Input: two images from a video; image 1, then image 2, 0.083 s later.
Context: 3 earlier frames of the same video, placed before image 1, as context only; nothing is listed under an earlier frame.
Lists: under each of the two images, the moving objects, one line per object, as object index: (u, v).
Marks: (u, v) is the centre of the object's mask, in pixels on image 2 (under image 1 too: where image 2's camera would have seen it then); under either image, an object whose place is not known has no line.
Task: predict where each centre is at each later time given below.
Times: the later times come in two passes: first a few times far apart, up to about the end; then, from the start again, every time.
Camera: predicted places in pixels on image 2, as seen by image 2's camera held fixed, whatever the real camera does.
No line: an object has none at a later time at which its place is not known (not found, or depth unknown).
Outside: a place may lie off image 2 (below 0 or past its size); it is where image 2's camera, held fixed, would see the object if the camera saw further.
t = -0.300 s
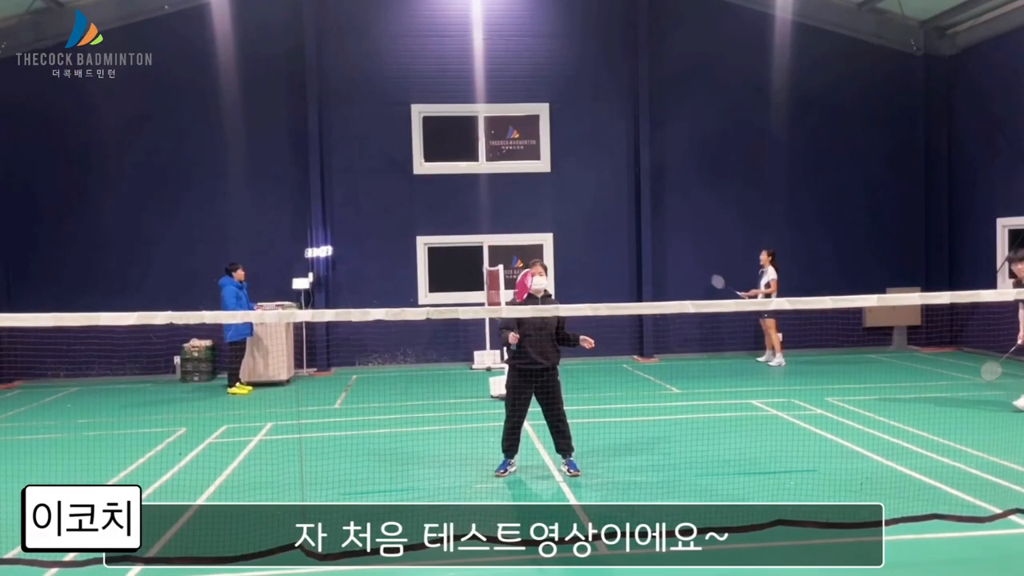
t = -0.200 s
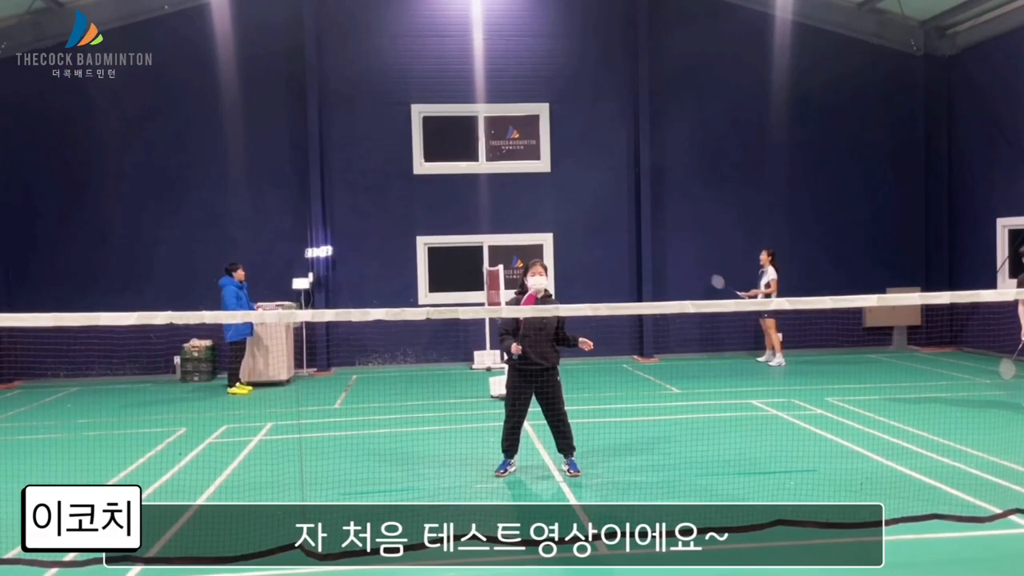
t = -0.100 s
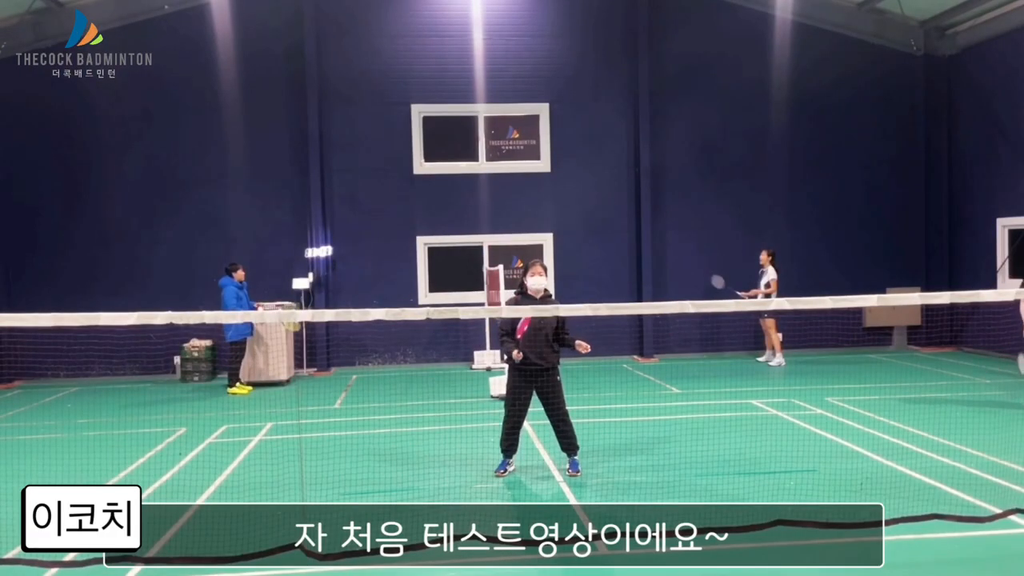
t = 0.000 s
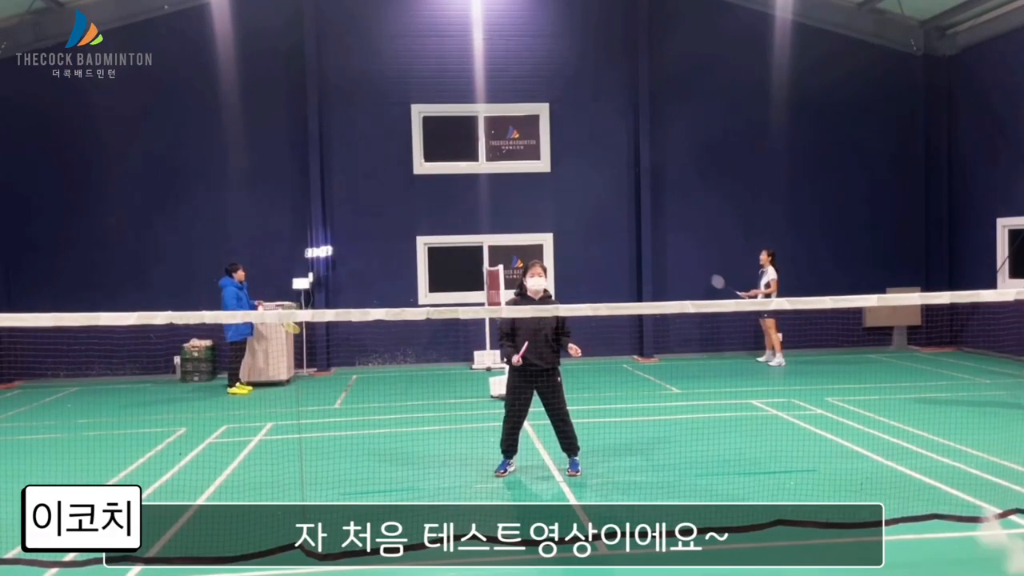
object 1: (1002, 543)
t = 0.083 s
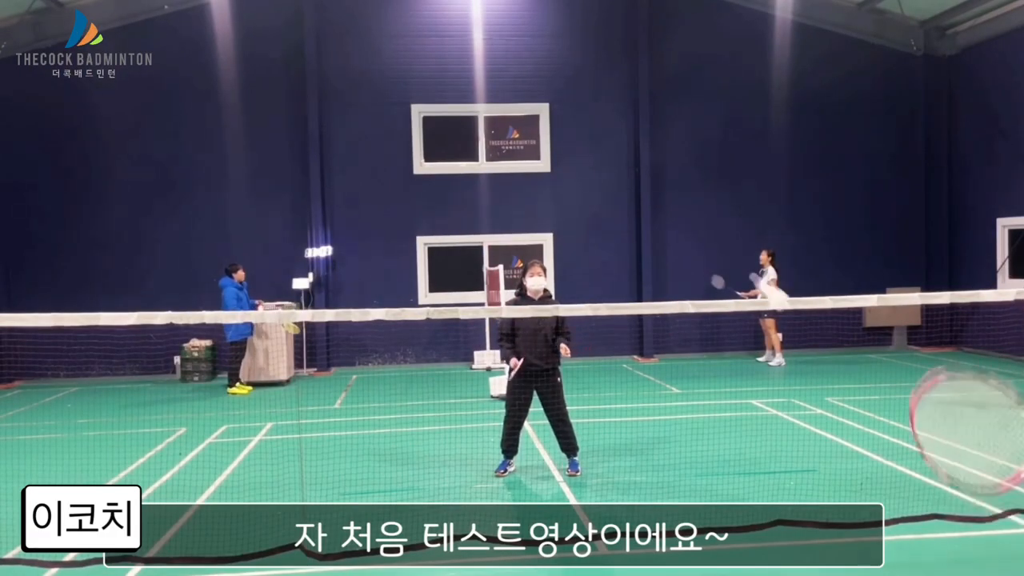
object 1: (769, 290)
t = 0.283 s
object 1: (557, 122)
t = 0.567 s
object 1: (450, 124)
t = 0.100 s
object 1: (739, 265)
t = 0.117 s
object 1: (712, 240)
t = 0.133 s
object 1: (689, 218)
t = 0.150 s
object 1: (668, 199)
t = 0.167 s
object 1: (650, 183)
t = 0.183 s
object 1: (633, 170)
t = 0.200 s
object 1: (617, 158)
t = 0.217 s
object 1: (603, 148)
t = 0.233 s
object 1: (590, 140)
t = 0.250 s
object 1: (577, 133)
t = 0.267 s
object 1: (566, 127)
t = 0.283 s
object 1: (557, 122)
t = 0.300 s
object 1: (546, 117)
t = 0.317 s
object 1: (537, 114)
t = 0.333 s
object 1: (529, 110)
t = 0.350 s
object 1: (521, 108)
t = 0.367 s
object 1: (514, 106)
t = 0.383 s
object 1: (507, 105)
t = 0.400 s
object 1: (501, 104)
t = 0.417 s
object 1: (494, 105)
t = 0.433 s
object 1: (488, 105)
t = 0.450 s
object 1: (483, 106)
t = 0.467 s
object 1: (476, 107)
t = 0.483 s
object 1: (472, 109)
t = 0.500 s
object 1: (467, 112)
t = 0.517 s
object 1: (462, 114)
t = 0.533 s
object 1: (458, 117)
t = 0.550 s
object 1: (454, 121)
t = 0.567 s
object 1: (450, 124)
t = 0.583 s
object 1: (446, 128)
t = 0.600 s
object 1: (443, 133)
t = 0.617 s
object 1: (439, 137)
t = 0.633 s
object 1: (436, 142)
